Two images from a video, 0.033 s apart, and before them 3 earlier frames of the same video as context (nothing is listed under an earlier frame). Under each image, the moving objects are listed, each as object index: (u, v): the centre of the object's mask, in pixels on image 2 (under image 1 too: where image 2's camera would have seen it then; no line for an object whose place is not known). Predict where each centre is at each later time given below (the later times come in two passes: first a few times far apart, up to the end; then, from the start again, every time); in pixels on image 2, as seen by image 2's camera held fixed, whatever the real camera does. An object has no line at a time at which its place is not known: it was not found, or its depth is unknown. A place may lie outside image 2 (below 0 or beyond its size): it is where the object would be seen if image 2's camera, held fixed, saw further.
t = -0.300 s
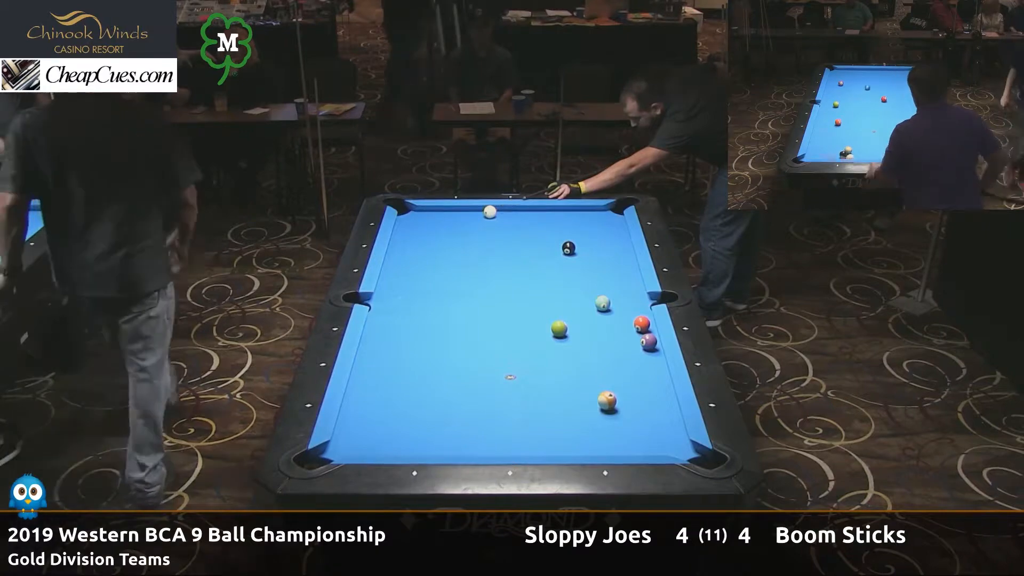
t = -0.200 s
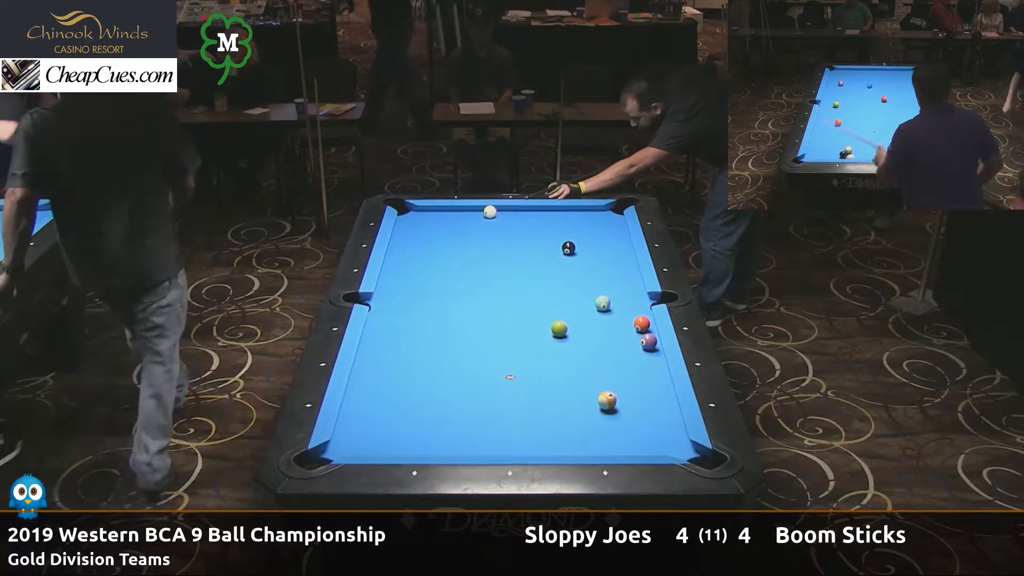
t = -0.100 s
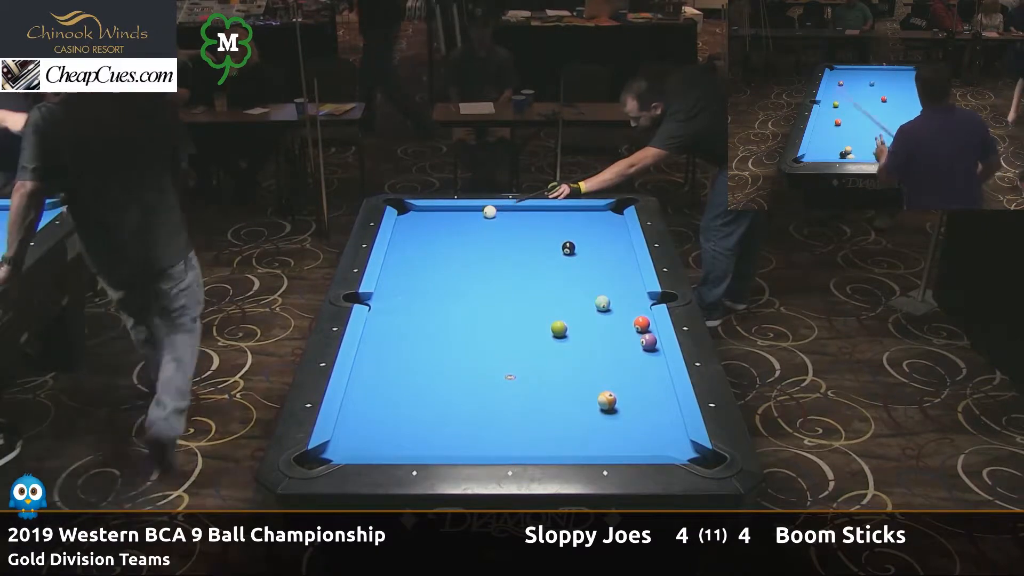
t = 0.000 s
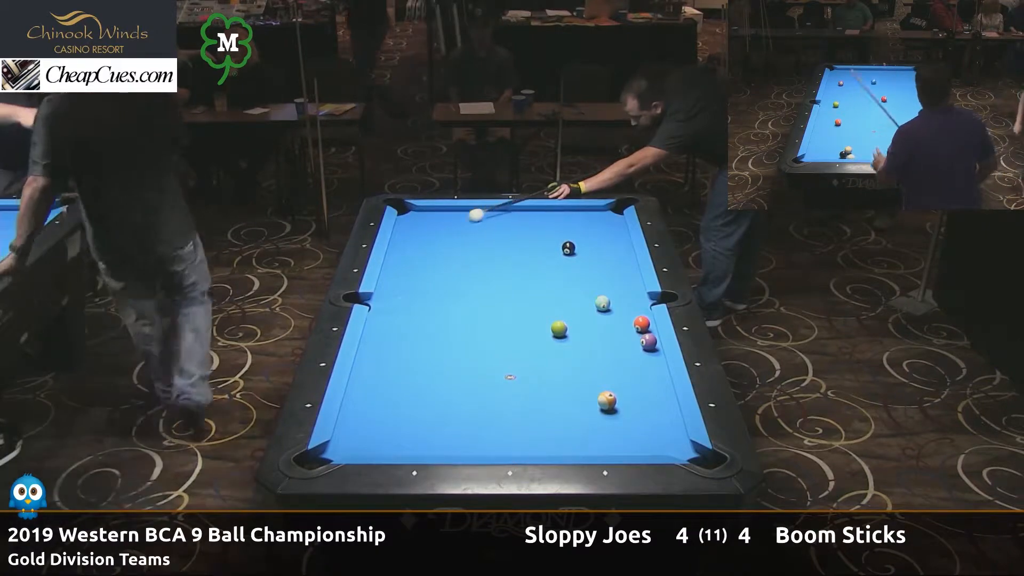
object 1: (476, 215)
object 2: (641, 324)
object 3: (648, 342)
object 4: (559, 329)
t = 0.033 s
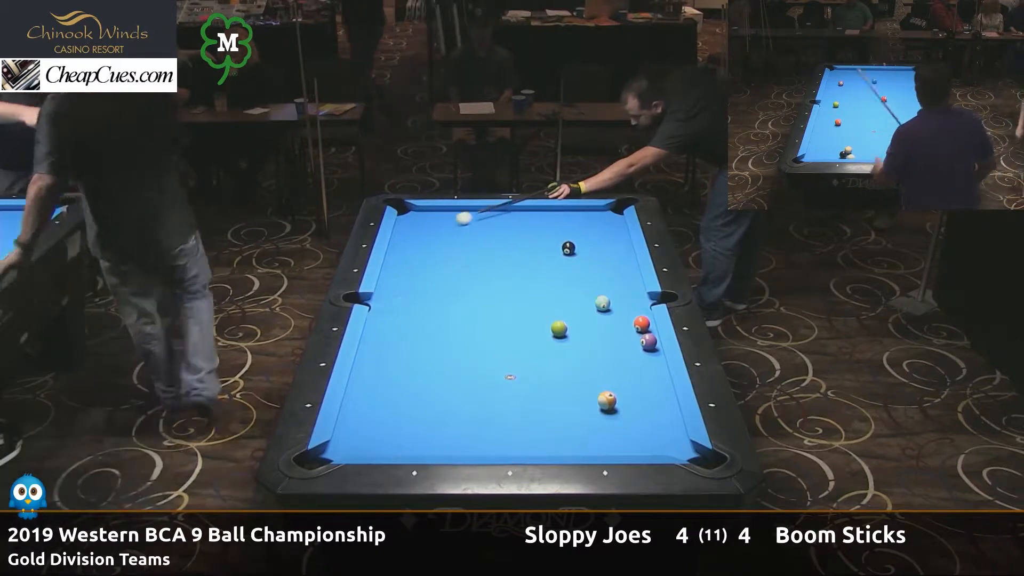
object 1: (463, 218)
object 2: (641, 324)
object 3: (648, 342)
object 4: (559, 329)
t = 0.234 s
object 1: (402, 237)
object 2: (641, 324)
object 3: (648, 342)
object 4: (559, 329)
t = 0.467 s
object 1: (451, 254)
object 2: (641, 324)
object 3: (648, 342)
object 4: (559, 329)
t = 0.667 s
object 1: (492, 270)
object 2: (641, 324)
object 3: (648, 342)
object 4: (559, 329)
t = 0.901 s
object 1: (543, 289)
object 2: (641, 324)
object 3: (648, 342)
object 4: (559, 329)
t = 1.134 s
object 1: (595, 311)
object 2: (641, 324)
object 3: (648, 342)
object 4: (559, 329)
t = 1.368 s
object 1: (632, 335)
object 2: (643, 324)
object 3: (648, 342)
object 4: (559, 329)
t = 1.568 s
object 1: (627, 349)
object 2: (625, 325)
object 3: (645, 348)
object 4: (559, 328)
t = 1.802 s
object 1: (614, 364)
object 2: (606, 326)
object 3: (636, 355)
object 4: (559, 328)
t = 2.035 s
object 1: (600, 379)
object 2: (588, 327)
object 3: (627, 362)
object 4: (559, 329)
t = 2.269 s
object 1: (586, 395)
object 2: (575, 328)
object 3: (619, 368)
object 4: (556, 329)
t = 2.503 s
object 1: (572, 411)
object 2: (572, 328)
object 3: (612, 374)
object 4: (546, 329)
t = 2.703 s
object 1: (560, 425)
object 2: (570, 328)
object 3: (606, 379)
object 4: (539, 329)
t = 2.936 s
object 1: (545, 441)
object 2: (570, 328)
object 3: (600, 384)
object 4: (532, 330)
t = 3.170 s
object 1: (533, 448)
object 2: (571, 328)
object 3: (595, 388)
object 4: (526, 330)
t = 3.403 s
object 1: (530, 444)
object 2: (571, 328)
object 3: (591, 393)
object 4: (521, 330)
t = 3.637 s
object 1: (527, 436)
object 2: (571, 328)
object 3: (587, 397)
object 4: (518, 330)
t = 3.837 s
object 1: (524, 430)
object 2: (571, 328)
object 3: (585, 400)
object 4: (516, 330)
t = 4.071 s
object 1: (522, 425)
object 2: (571, 328)
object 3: (582, 402)
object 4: (514, 330)
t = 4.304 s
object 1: (521, 420)
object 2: (571, 328)
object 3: (580, 404)
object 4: (513, 330)
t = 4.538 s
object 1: (520, 416)
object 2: (571, 328)
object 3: (579, 405)
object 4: (513, 330)
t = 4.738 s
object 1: (519, 412)
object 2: (571, 328)
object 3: (578, 406)
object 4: (513, 330)
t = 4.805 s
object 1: (518, 412)
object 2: (571, 328)
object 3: (578, 406)
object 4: (513, 330)
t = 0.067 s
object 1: (451, 221)
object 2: (641, 324)
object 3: (648, 342)
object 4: (559, 329)
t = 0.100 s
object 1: (438, 224)
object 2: (641, 324)
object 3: (648, 342)
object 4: (559, 329)
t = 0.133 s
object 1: (425, 228)
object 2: (641, 324)
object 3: (648, 342)
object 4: (559, 329)
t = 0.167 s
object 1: (413, 231)
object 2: (641, 324)
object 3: (648, 342)
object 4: (559, 329)
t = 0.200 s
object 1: (400, 234)
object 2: (641, 324)
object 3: (648, 342)
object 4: (559, 329)
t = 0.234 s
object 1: (402, 237)
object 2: (641, 324)
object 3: (648, 342)
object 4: (559, 329)
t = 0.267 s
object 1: (410, 240)
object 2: (641, 324)
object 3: (648, 342)
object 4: (559, 329)
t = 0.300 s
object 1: (418, 242)
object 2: (641, 324)
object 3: (648, 342)
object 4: (559, 329)
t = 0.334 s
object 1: (425, 244)
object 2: (641, 324)
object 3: (648, 342)
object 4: (559, 329)
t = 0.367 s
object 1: (432, 247)
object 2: (641, 324)
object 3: (648, 342)
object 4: (559, 329)
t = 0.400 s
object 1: (438, 249)
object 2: (641, 324)
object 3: (648, 342)
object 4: (559, 329)
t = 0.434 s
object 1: (445, 252)
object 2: (641, 324)
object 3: (648, 342)
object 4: (559, 329)
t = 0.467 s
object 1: (451, 254)
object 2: (641, 324)
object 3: (648, 342)
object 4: (559, 329)
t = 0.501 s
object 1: (458, 257)
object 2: (641, 324)
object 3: (648, 342)
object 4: (559, 329)
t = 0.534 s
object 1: (465, 259)
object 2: (641, 324)
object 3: (648, 342)
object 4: (559, 329)
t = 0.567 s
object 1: (472, 262)
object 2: (641, 324)
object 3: (648, 342)
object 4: (559, 329)
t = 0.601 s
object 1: (478, 265)
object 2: (641, 324)
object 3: (648, 342)
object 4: (559, 329)
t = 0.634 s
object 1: (485, 267)
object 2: (641, 324)
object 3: (648, 342)
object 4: (559, 329)
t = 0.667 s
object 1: (492, 270)
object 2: (641, 324)
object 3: (648, 342)
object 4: (559, 329)
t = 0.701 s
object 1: (499, 273)
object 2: (641, 324)
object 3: (648, 342)
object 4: (559, 329)
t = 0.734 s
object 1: (506, 275)
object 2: (641, 324)
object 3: (648, 342)
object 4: (559, 329)
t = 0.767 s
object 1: (513, 278)
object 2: (641, 324)
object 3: (648, 342)
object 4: (559, 329)
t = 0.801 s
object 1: (521, 281)
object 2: (641, 324)
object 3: (648, 342)
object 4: (559, 329)
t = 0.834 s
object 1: (528, 284)
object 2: (641, 324)
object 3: (648, 342)
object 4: (559, 329)
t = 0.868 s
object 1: (535, 287)
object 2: (641, 324)
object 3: (648, 342)
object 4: (559, 329)
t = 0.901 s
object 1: (543, 289)
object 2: (641, 324)
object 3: (648, 342)
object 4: (559, 329)
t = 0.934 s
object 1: (550, 292)
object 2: (641, 324)
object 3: (648, 342)
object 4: (559, 329)
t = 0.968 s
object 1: (558, 295)
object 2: (641, 324)
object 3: (648, 342)
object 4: (559, 329)
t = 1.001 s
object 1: (565, 298)
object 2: (641, 324)
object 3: (648, 342)
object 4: (559, 329)
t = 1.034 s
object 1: (573, 301)
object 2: (641, 324)
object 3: (648, 342)
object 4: (559, 329)
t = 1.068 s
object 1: (581, 304)
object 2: (641, 324)
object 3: (648, 342)
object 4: (559, 329)
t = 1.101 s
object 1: (589, 307)
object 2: (641, 324)
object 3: (648, 342)
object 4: (559, 329)
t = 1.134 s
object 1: (595, 311)
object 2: (641, 324)
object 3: (648, 342)
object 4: (559, 329)
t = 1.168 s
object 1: (603, 314)
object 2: (641, 324)
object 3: (649, 342)
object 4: (559, 329)
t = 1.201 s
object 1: (610, 318)
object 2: (641, 324)
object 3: (648, 342)
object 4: (559, 329)
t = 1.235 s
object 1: (617, 321)
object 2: (641, 324)
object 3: (648, 342)
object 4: (559, 329)
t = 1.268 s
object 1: (624, 324)
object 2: (642, 324)
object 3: (649, 342)
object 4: (559, 329)
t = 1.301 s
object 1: (627, 328)
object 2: (646, 324)
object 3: (649, 342)
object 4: (559, 329)
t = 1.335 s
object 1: (629, 331)
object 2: (646, 324)
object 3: (649, 342)
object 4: (559, 329)
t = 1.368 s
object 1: (632, 335)
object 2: (643, 324)
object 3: (648, 342)
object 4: (559, 329)
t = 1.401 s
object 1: (633, 338)
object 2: (640, 323)
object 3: (649, 342)
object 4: (559, 328)
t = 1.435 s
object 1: (632, 340)
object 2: (637, 324)
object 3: (652, 344)
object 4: (559, 328)
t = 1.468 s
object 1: (630, 342)
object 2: (634, 324)
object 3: (650, 345)
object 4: (559, 328)
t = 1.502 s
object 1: (630, 344)
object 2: (631, 325)
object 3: (648, 346)
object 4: (559, 329)
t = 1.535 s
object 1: (628, 346)
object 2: (628, 325)
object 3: (646, 346)
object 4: (559, 328)
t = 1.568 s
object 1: (627, 349)
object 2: (625, 325)
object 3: (645, 348)
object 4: (559, 328)
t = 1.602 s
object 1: (625, 351)
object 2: (623, 325)
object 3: (643, 349)
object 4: (559, 329)
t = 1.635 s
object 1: (623, 353)
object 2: (620, 325)
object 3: (642, 350)
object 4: (559, 329)
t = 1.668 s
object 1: (621, 355)
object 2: (617, 326)
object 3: (641, 351)
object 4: (559, 328)
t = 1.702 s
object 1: (619, 357)
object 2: (614, 326)
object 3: (640, 352)
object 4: (559, 328)
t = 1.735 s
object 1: (617, 359)
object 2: (612, 326)
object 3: (638, 353)
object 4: (559, 328)
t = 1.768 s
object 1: (615, 362)
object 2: (609, 326)
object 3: (637, 354)
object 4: (559, 328)
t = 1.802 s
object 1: (614, 364)
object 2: (606, 326)
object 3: (636, 355)
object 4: (559, 328)
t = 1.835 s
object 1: (612, 366)
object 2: (604, 326)
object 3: (635, 356)
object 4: (559, 328)
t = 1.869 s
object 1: (610, 368)
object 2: (601, 326)
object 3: (633, 357)
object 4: (559, 328)
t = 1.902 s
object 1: (608, 370)
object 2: (598, 327)
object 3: (632, 358)
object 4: (559, 329)
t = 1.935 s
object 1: (606, 373)
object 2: (596, 327)
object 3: (631, 359)
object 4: (559, 329)
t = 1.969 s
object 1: (604, 375)
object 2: (593, 327)
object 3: (630, 359)
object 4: (559, 329)
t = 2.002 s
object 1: (602, 377)
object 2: (590, 327)
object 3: (629, 361)
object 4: (559, 329)
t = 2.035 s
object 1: (600, 379)
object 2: (588, 327)
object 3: (627, 362)
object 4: (559, 329)
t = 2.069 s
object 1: (598, 381)
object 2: (586, 327)
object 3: (626, 362)
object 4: (559, 329)
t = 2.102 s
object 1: (596, 383)
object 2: (583, 327)
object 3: (625, 363)
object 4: (559, 329)
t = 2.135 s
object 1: (594, 386)
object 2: (581, 327)
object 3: (624, 364)
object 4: (559, 328)
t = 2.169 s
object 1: (592, 388)
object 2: (578, 328)
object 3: (623, 365)
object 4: (559, 329)
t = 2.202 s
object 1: (590, 390)
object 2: (576, 328)
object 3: (622, 366)
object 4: (559, 329)
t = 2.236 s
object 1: (588, 393)
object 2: (575, 328)
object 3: (620, 367)
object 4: (557, 329)
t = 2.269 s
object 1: (586, 395)
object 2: (575, 328)
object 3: (619, 368)
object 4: (556, 329)
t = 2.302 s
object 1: (584, 397)
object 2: (574, 328)
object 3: (618, 369)
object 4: (554, 329)
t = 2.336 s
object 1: (582, 399)
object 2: (574, 328)
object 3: (617, 369)
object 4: (553, 329)
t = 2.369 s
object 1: (580, 402)
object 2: (573, 328)
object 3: (616, 370)
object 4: (551, 329)
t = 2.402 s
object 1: (578, 404)
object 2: (573, 328)
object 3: (615, 371)
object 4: (550, 329)
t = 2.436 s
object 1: (576, 406)
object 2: (572, 328)
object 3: (614, 372)
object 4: (549, 329)
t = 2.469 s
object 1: (574, 409)
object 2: (572, 328)
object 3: (613, 373)
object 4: (548, 329)
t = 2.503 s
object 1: (572, 411)
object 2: (572, 328)
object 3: (612, 374)
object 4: (546, 329)
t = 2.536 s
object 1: (570, 413)
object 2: (572, 328)
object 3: (611, 375)
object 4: (545, 329)
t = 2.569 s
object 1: (568, 415)
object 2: (572, 328)
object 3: (610, 375)
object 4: (544, 329)
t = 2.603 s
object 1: (566, 417)
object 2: (571, 328)
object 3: (609, 376)
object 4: (543, 329)
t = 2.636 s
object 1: (564, 420)
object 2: (571, 328)
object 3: (608, 377)
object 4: (541, 329)
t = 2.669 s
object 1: (562, 422)
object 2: (571, 328)
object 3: (607, 378)
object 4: (540, 329)
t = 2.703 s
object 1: (560, 425)
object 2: (570, 328)
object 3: (606, 379)
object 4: (539, 329)
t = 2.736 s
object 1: (558, 427)
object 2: (570, 328)
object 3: (605, 379)
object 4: (538, 330)
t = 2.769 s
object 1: (556, 429)
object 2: (570, 328)
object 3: (605, 380)
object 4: (537, 329)
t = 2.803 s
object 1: (554, 432)
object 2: (570, 328)
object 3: (604, 381)
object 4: (536, 330)
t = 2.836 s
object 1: (552, 434)
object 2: (570, 328)
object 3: (603, 382)
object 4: (535, 330)
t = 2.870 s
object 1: (550, 436)
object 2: (570, 328)
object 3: (602, 383)
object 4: (534, 330)
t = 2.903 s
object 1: (548, 438)
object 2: (570, 328)
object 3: (601, 383)
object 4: (533, 330)
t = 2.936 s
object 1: (545, 441)
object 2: (570, 328)
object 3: (600, 384)
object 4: (532, 330)
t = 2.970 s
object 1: (543, 443)
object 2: (570, 328)
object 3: (599, 385)
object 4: (531, 330)
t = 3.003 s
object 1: (541, 445)
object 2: (570, 328)
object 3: (599, 385)
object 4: (530, 330)
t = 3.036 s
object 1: (539, 446)
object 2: (570, 328)
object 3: (598, 386)
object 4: (529, 330)
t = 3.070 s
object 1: (537, 447)
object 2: (570, 328)
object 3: (597, 386)
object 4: (528, 330)
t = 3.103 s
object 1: (535, 449)
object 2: (570, 328)
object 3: (596, 387)
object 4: (527, 330)
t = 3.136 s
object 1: (534, 449)
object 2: (570, 328)
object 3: (596, 388)
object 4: (527, 330)
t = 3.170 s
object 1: (533, 448)
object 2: (571, 328)
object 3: (595, 388)
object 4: (526, 330)
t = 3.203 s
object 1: (533, 448)
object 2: (571, 328)
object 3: (594, 389)
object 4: (525, 330)
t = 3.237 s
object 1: (532, 447)
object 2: (571, 328)
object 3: (593, 390)
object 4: (524, 330)
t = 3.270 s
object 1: (532, 446)
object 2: (571, 328)
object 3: (593, 390)
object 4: (524, 330)
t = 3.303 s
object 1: (531, 446)
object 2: (571, 328)
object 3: (592, 391)
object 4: (523, 330)
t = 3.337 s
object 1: (531, 445)
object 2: (571, 328)
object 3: (592, 392)
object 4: (522, 330)
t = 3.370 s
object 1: (530, 444)
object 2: (571, 328)
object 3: (591, 392)
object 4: (522, 330)
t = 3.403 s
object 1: (530, 444)
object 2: (571, 328)
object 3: (591, 393)
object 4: (521, 330)
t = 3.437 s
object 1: (529, 443)
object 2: (571, 328)
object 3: (590, 393)
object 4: (521, 330)
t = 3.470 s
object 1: (529, 442)
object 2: (571, 328)
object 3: (590, 394)
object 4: (520, 330)
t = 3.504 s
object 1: (528, 441)
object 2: (571, 328)
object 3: (589, 395)
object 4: (520, 330)
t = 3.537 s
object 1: (528, 438)
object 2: (571, 328)
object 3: (589, 395)
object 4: (519, 330)
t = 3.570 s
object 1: (528, 437)
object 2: (571, 328)
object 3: (588, 396)
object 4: (519, 330)
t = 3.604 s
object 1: (527, 437)
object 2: (571, 328)
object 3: (588, 396)
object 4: (518, 330)
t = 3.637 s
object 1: (527, 436)
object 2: (571, 328)
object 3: (587, 397)
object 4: (518, 330)
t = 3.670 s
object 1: (526, 435)
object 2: (571, 328)
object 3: (587, 397)
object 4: (517, 330)
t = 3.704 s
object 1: (526, 433)
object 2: (571, 328)
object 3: (586, 398)
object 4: (517, 330)
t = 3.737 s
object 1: (526, 433)
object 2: (571, 328)
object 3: (586, 398)
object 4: (517, 330)
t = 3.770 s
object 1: (525, 432)
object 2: (571, 328)
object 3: (585, 399)
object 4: (516, 330)
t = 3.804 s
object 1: (525, 431)
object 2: (571, 328)
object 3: (585, 399)
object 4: (516, 330)
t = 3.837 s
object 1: (524, 430)
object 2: (571, 328)
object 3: (585, 400)
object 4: (516, 330)
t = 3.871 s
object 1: (524, 429)
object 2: (571, 328)
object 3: (584, 400)
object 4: (515, 330)
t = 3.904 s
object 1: (524, 429)
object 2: (571, 328)
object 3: (584, 400)
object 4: (515, 330)
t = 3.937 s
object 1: (523, 428)
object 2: (571, 328)
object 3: (583, 401)
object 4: (515, 330)
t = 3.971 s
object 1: (523, 427)
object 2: (571, 328)
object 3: (583, 401)
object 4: (515, 330)
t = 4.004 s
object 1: (523, 426)
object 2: (571, 328)
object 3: (582, 402)
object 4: (514, 330)
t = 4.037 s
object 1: (522, 425)
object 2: (571, 328)
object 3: (582, 402)
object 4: (514, 330)
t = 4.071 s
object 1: (522, 425)
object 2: (571, 328)
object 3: (582, 402)
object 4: (514, 330)
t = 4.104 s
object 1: (522, 424)
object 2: (571, 328)
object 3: (581, 402)
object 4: (514, 330)
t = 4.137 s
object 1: (522, 423)
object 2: (571, 328)
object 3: (581, 403)
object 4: (514, 330)
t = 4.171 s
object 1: (521, 423)
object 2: (571, 328)
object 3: (581, 403)
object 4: (514, 330)
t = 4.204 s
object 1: (521, 422)
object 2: (571, 328)
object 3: (580, 403)
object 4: (514, 330)
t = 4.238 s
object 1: (521, 421)
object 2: (571, 328)
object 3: (580, 403)
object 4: (514, 330)
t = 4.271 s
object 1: (521, 420)
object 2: (571, 328)
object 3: (580, 403)
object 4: (513, 330)
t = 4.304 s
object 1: (521, 420)
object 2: (571, 328)
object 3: (580, 404)
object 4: (513, 330)
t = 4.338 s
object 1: (520, 419)
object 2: (571, 328)
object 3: (580, 404)
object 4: (513, 330)
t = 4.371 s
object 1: (521, 418)
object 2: (571, 328)
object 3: (579, 404)
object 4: (513, 330)
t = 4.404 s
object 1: (520, 418)
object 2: (571, 328)
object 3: (579, 404)
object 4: (513, 330)
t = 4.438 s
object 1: (520, 417)
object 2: (571, 328)
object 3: (579, 405)
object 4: (513, 330)
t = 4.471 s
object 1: (520, 417)
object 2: (571, 328)
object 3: (579, 405)
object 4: (513, 330)
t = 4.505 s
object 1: (520, 416)
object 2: (571, 328)
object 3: (579, 405)
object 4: (513, 330)
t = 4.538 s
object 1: (520, 416)
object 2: (571, 328)
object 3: (579, 405)
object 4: (513, 330)
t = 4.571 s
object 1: (520, 415)
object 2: (571, 328)
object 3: (579, 405)
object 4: (513, 330)
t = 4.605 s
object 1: (519, 414)
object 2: (571, 328)
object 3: (578, 405)
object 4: (513, 330)
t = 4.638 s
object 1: (519, 414)
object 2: (571, 328)
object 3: (578, 406)
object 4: (513, 330)
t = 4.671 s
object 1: (519, 413)
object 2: (571, 328)
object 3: (578, 406)
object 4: (513, 330)
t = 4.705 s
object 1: (519, 413)
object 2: (571, 328)
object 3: (578, 406)
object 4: (513, 330)
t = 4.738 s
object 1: (519, 412)
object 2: (571, 328)
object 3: (578, 406)
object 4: (513, 330)
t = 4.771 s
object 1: (518, 412)
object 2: (571, 328)
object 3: (578, 406)
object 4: (513, 330)
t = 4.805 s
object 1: (518, 412)
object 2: (571, 328)
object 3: (578, 406)
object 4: (513, 330)
